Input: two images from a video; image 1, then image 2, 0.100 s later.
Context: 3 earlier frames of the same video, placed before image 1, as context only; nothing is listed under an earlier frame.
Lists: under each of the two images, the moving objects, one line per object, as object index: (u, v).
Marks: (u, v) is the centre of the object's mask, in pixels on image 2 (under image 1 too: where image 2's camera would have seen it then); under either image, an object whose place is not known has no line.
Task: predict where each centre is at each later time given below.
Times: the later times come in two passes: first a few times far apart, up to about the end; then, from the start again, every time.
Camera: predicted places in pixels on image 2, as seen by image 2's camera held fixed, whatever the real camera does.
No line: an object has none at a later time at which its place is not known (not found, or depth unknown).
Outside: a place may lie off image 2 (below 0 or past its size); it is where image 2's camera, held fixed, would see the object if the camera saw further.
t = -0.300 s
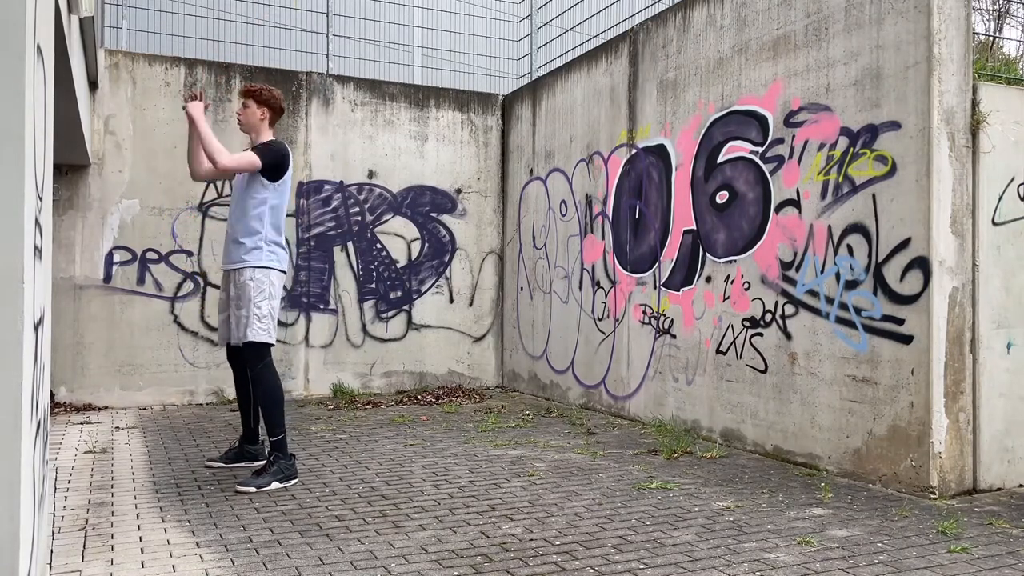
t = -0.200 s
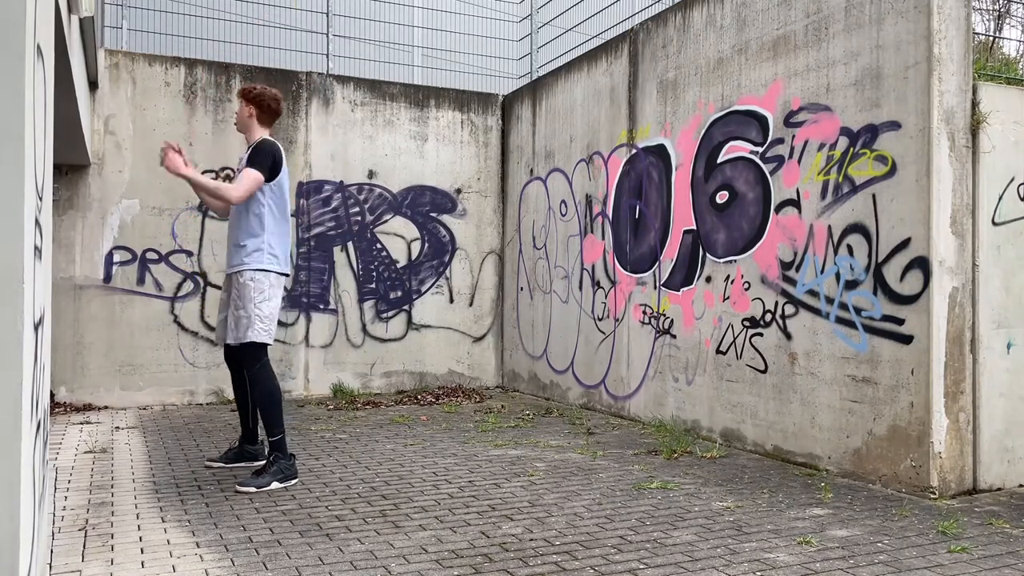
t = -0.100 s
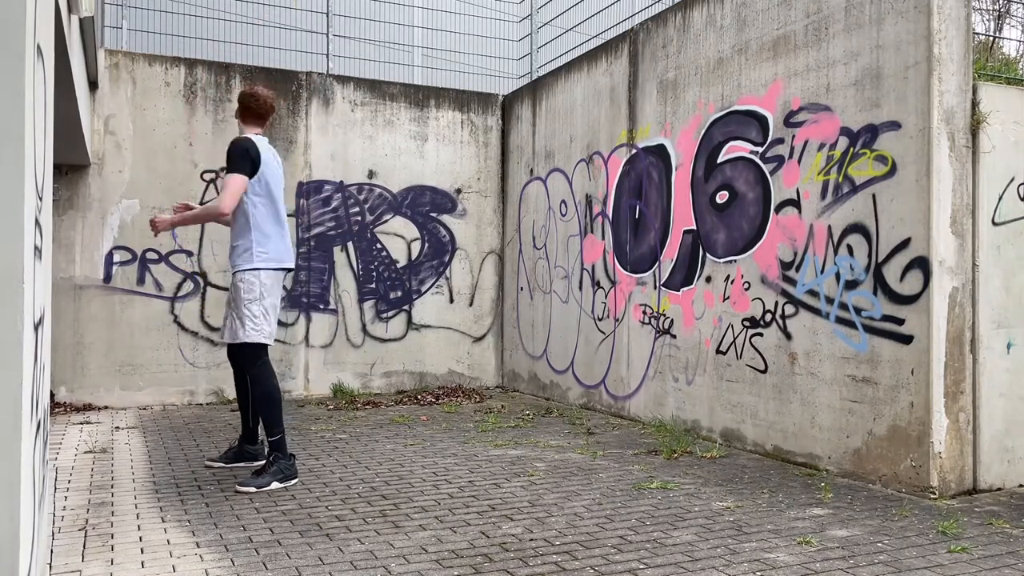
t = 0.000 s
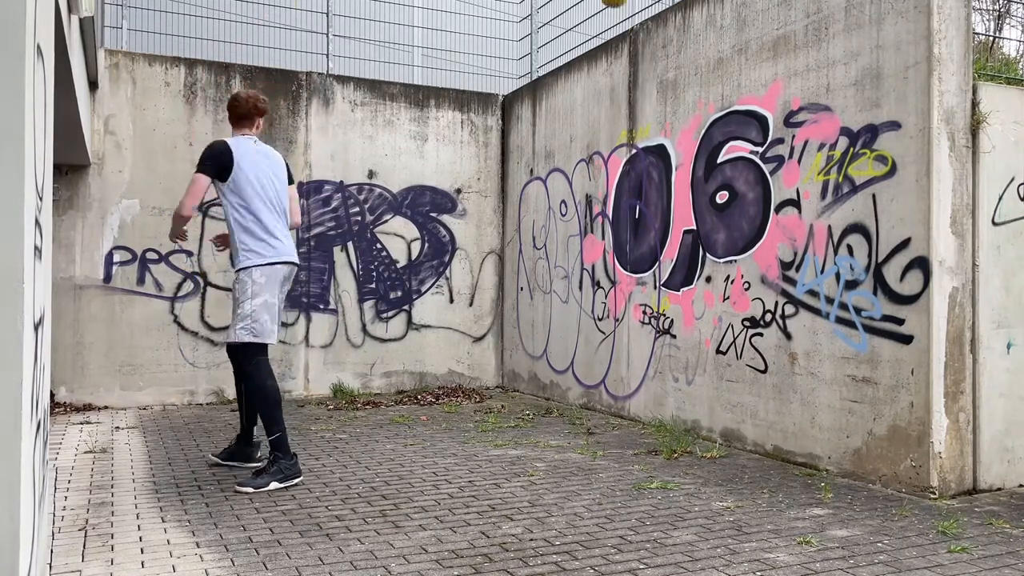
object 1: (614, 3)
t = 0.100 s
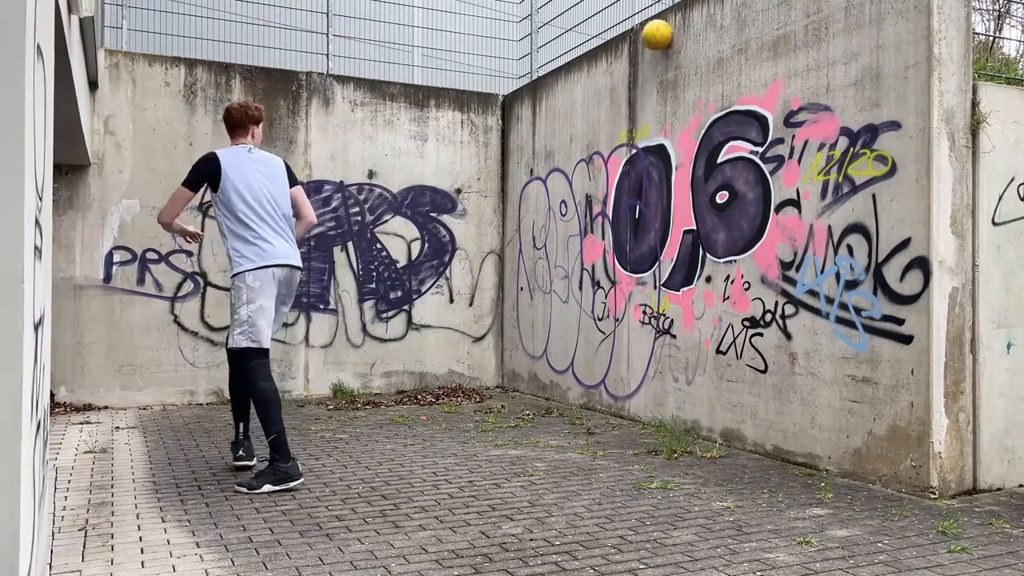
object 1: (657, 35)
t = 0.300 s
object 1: (577, 105)
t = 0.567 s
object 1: (465, 290)
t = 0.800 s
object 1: (374, 366)
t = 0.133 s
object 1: (645, 43)
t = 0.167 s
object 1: (631, 52)
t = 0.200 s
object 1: (618, 63)
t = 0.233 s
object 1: (605, 76)
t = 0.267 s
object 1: (591, 90)
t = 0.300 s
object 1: (577, 105)
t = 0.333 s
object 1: (563, 122)
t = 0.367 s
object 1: (549, 141)
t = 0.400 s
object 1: (535, 161)
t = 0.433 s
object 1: (521, 183)
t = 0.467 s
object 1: (507, 207)
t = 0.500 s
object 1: (493, 233)
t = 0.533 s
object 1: (479, 261)
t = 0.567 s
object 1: (465, 290)
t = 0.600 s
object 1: (451, 320)
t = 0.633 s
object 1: (437, 353)
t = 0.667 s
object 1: (422, 387)
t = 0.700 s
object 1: (408, 424)
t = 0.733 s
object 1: (396, 414)
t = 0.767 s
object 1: (385, 390)
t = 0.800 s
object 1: (374, 366)
